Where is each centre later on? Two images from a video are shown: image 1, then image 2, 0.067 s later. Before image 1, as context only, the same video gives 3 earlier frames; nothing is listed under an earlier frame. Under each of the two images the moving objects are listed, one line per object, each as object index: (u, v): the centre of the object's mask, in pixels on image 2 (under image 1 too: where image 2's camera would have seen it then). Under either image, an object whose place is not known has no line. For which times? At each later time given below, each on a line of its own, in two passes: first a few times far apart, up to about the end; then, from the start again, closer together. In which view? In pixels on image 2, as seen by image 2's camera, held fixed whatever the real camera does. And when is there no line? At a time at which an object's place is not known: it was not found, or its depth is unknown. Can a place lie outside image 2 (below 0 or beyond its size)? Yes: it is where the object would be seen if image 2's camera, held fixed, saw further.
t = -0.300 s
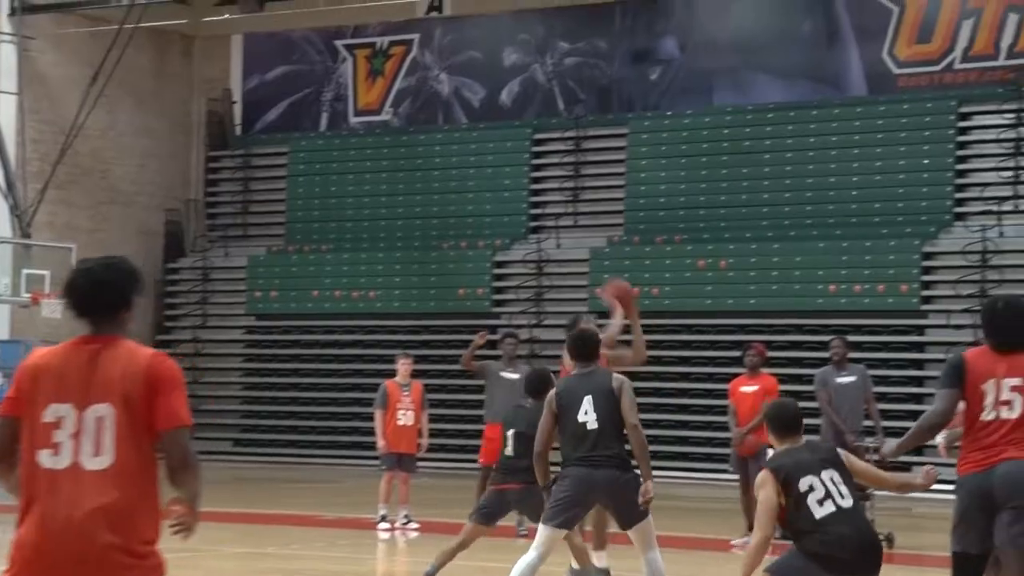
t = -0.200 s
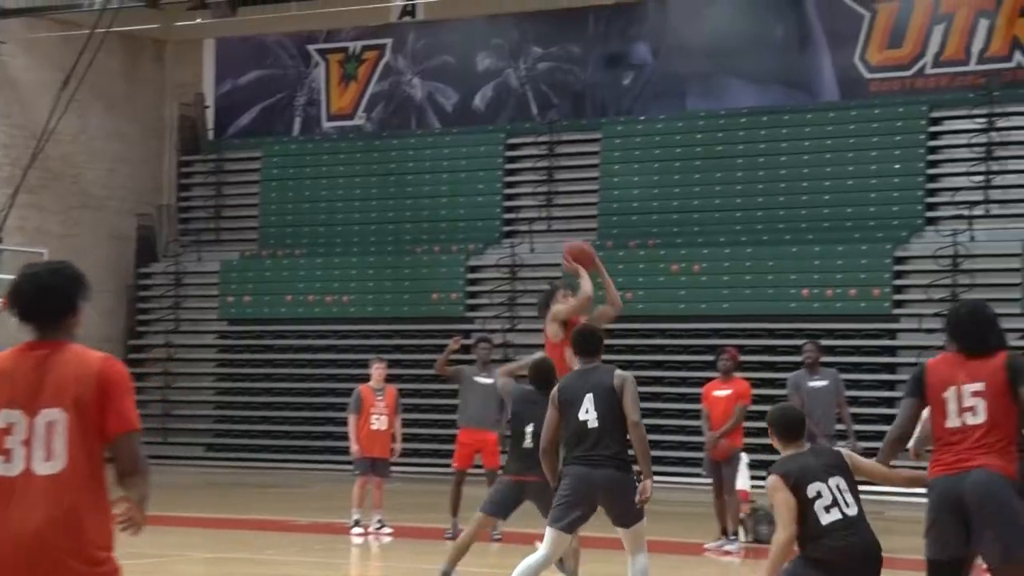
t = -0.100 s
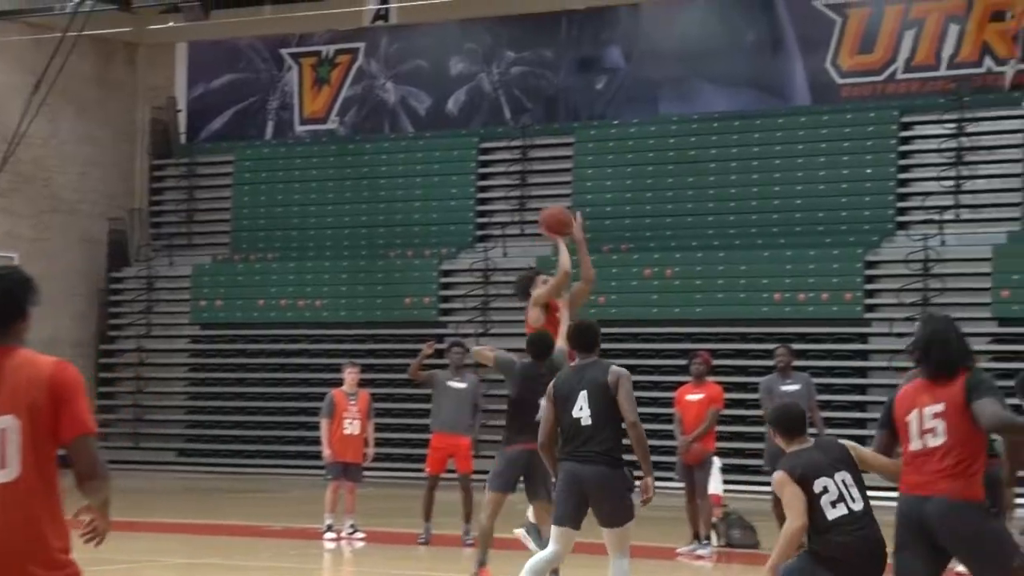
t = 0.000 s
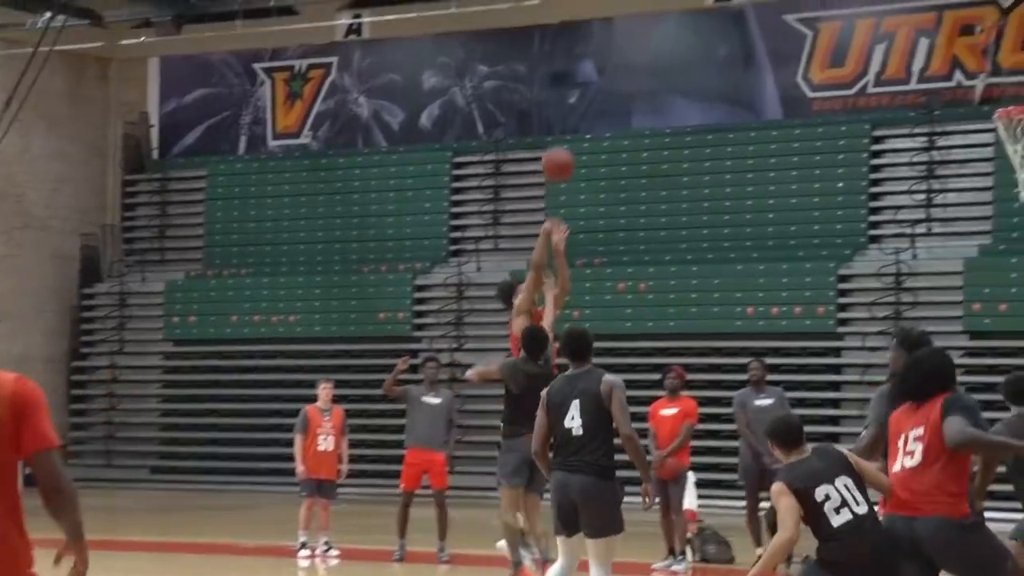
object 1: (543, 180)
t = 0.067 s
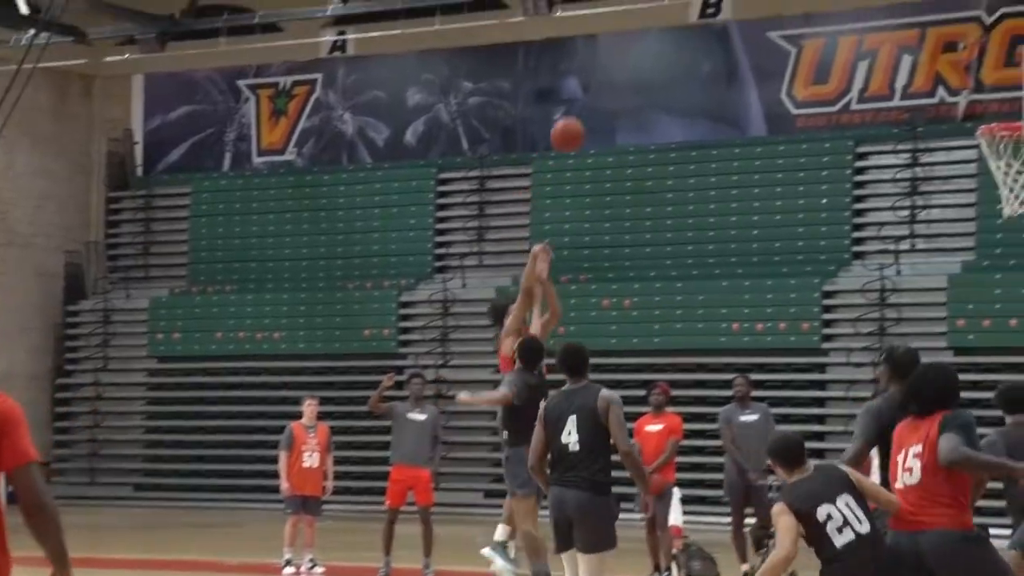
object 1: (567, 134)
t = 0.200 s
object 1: (619, 56)
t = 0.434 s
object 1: (717, -32)
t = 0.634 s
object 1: (814, -49)
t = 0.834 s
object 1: (915, 3)
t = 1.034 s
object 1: (1021, 150)
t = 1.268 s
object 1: (1036, 207)
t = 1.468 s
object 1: (1005, 279)
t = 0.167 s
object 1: (605, 74)
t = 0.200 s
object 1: (619, 56)
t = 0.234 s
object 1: (632, 39)
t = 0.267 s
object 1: (646, 24)
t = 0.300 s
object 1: (660, 9)
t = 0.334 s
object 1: (673, -3)
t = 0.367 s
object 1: (688, -15)
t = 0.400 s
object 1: (702, -25)
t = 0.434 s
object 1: (717, -32)
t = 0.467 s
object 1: (732, -38)
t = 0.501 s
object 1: (748, -43)
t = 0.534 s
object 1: (764, -47)
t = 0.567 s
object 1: (780, -50)
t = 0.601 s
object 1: (798, -51)
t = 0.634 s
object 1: (814, -49)
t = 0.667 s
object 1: (831, -46)
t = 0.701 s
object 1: (847, -41)
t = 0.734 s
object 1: (864, -34)
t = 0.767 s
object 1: (881, -24)
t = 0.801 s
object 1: (897, -12)
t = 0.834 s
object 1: (915, 3)
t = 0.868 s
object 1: (934, 18)
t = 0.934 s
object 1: (972, 61)
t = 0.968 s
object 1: (990, 86)
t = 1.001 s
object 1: (1005, 109)
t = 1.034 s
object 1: (1021, 150)
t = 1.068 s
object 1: (1041, 167)
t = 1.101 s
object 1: (1052, 184)
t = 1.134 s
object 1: (1055, 192)
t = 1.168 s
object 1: (1052, 197)
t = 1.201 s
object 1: (1047, 198)
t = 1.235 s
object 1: (1042, 201)
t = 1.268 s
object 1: (1036, 207)
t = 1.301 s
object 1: (1031, 215)
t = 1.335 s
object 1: (1026, 224)
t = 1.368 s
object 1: (1021, 234)
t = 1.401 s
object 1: (1015, 248)
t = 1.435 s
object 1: (1010, 262)
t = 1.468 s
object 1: (1005, 279)
